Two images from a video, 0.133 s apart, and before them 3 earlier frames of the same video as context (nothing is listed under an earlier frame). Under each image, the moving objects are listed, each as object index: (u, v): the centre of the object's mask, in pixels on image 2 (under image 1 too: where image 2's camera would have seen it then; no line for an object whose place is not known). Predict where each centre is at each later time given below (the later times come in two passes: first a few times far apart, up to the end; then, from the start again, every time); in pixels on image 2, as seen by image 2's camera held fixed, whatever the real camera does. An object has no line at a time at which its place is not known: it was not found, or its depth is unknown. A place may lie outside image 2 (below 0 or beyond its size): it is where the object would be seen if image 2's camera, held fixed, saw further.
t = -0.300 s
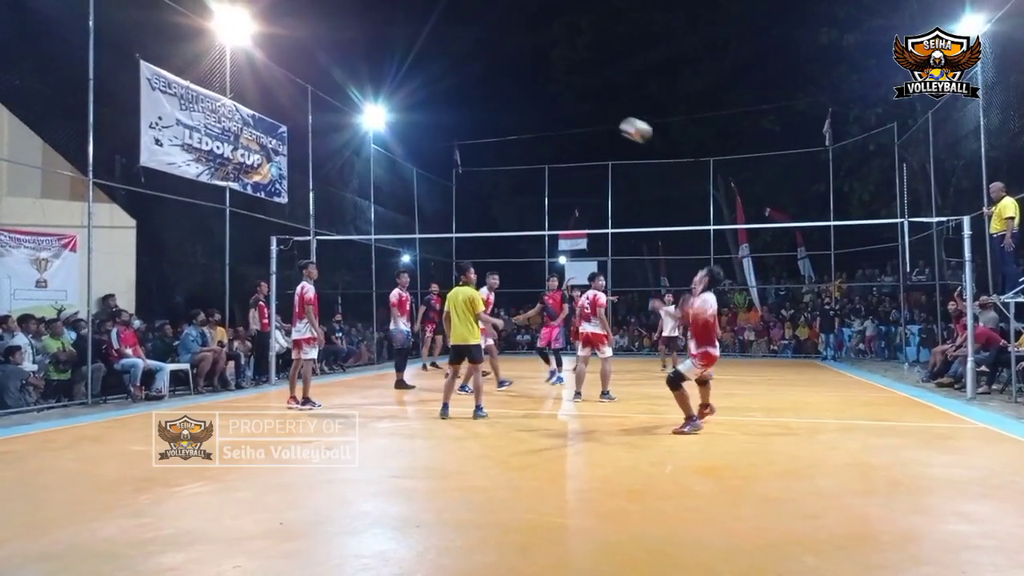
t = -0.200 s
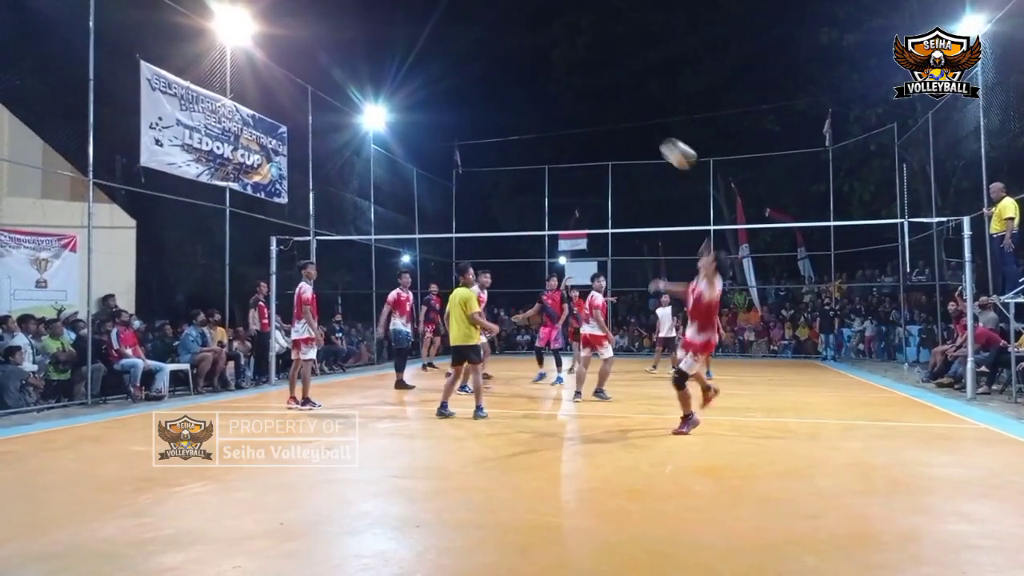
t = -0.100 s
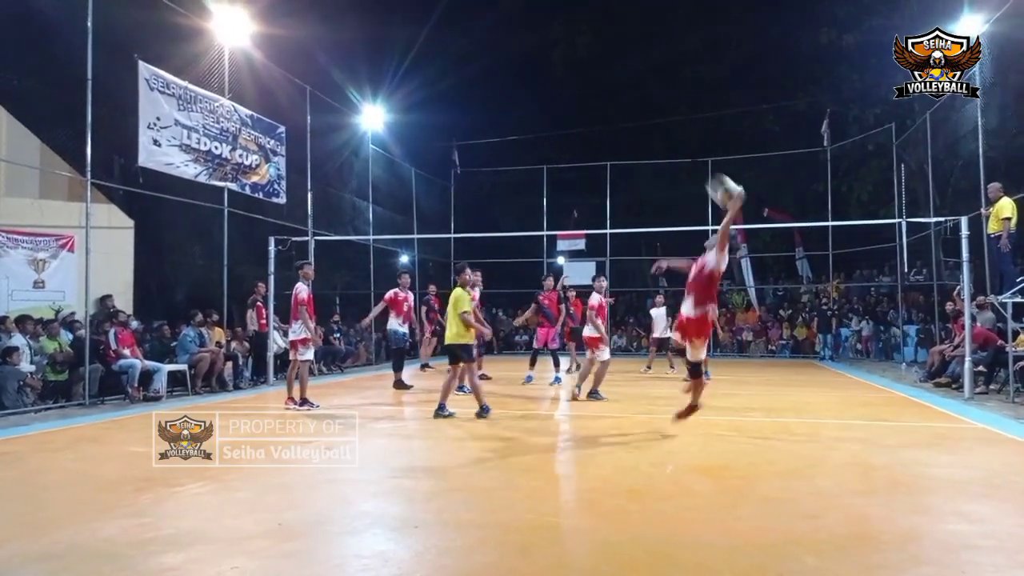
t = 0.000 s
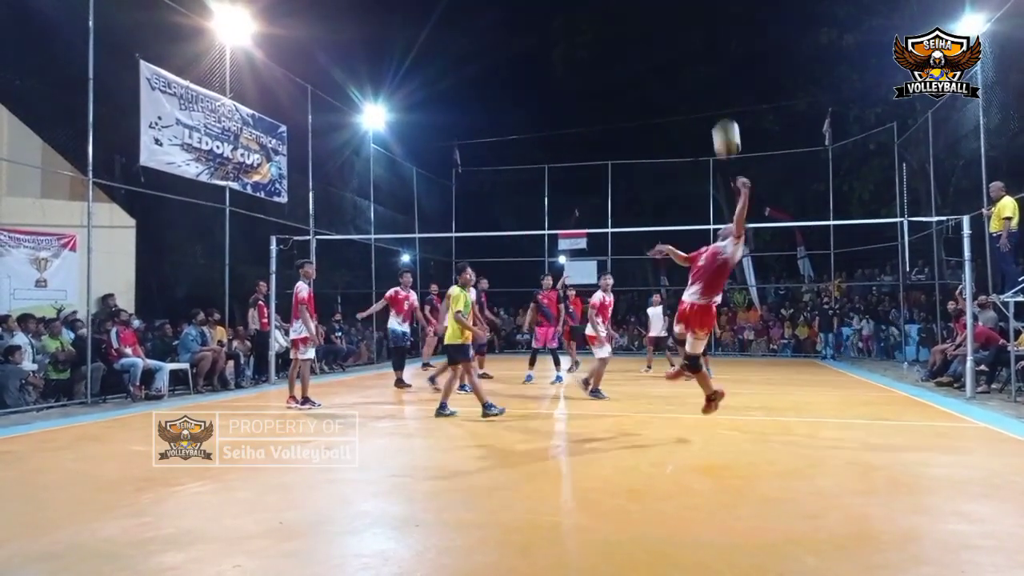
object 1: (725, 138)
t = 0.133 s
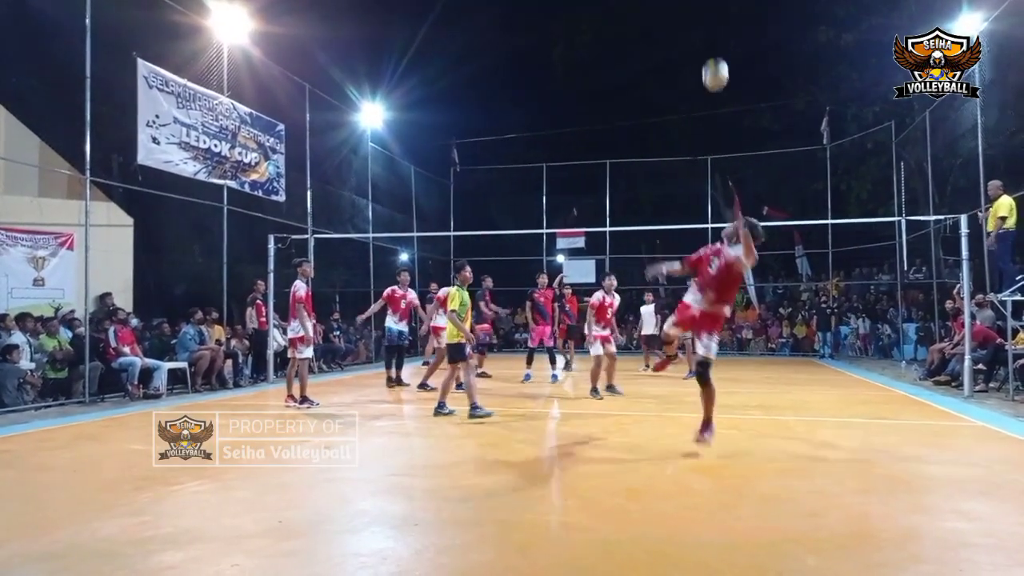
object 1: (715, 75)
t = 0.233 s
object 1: (710, 43)
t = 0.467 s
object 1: (699, 15)
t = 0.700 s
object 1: (690, 44)
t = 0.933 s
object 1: (683, 124)
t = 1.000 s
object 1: (682, 155)
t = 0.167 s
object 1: (713, 63)
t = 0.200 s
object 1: (712, 52)
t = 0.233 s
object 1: (710, 43)
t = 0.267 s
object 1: (708, 35)
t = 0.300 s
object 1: (707, 29)
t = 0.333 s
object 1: (705, 24)
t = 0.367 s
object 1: (704, 19)
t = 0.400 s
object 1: (702, 17)
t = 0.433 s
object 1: (700, 15)
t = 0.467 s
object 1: (699, 15)
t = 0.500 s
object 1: (698, 16)
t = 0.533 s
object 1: (697, 18)
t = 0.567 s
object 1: (695, 21)
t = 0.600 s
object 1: (694, 25)
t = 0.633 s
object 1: (693, 30)
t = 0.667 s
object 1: (691, 37)
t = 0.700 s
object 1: (690, 44)
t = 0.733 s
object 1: (689, 53)
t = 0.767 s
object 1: (688, 62)
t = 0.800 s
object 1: (687, 73)
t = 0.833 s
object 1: (686, 84)
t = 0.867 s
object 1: (685, 97)
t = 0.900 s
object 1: (684, 110)
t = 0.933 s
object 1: (683, 124)
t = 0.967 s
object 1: (682, 139)
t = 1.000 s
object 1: (682, 155)
